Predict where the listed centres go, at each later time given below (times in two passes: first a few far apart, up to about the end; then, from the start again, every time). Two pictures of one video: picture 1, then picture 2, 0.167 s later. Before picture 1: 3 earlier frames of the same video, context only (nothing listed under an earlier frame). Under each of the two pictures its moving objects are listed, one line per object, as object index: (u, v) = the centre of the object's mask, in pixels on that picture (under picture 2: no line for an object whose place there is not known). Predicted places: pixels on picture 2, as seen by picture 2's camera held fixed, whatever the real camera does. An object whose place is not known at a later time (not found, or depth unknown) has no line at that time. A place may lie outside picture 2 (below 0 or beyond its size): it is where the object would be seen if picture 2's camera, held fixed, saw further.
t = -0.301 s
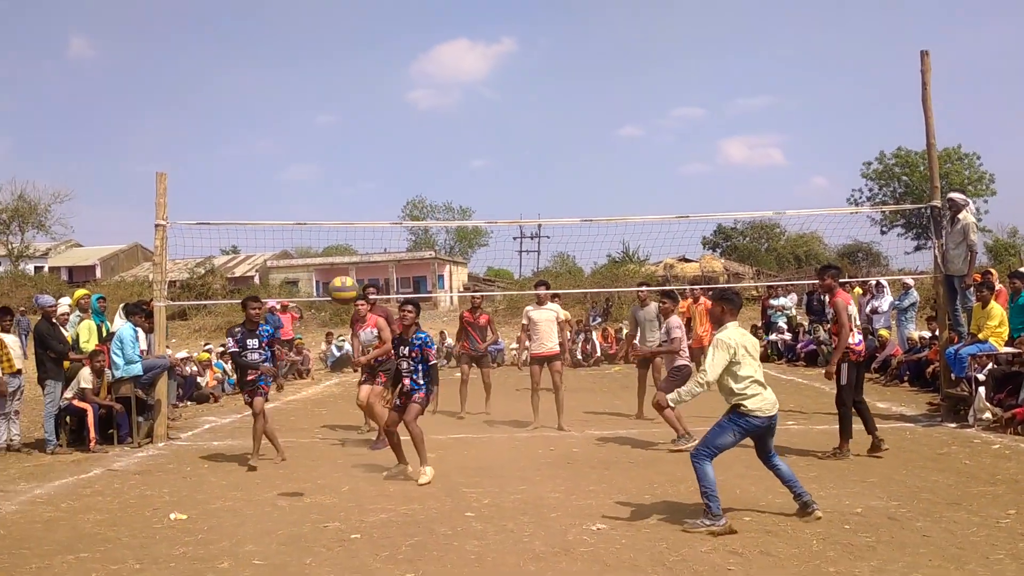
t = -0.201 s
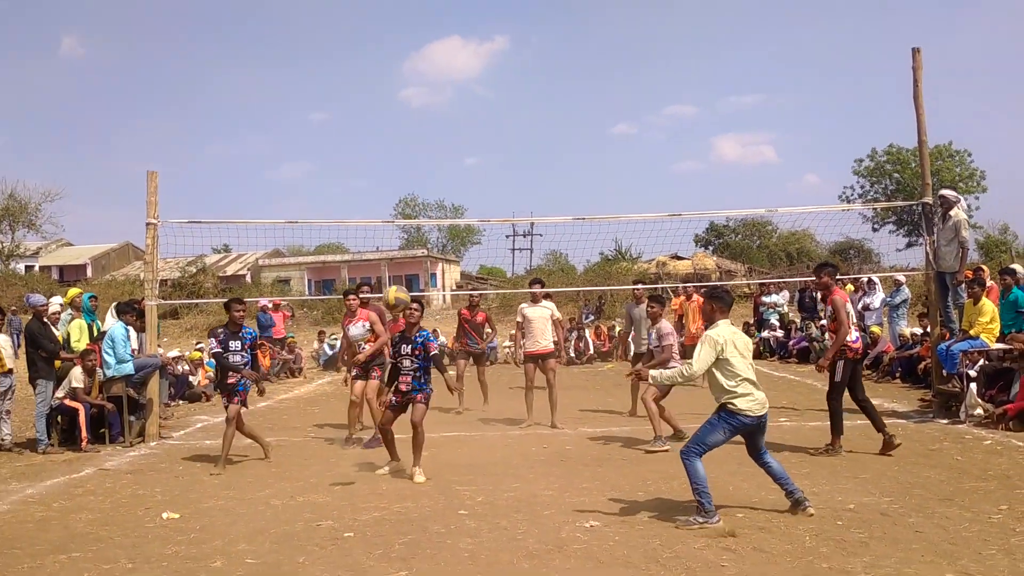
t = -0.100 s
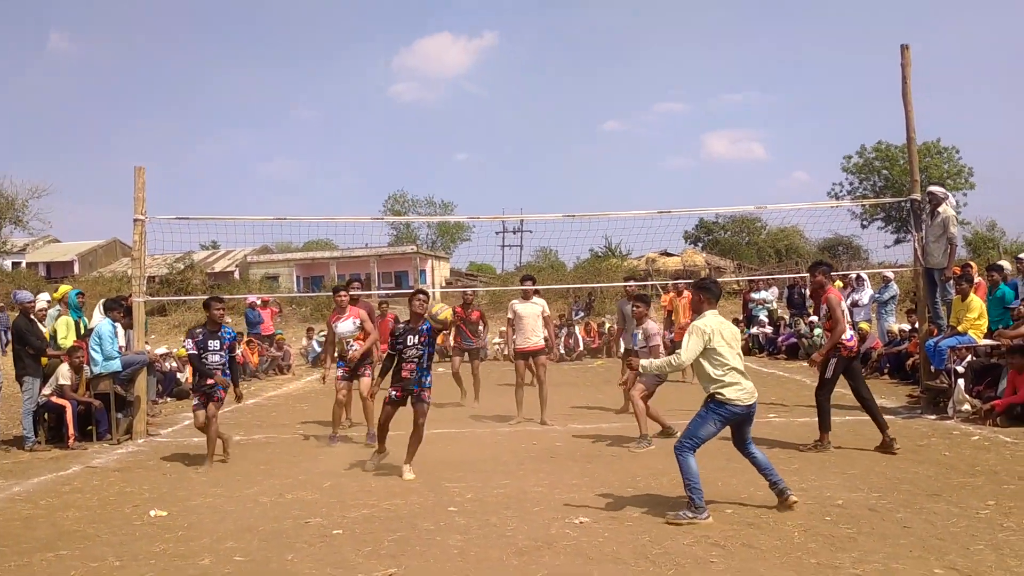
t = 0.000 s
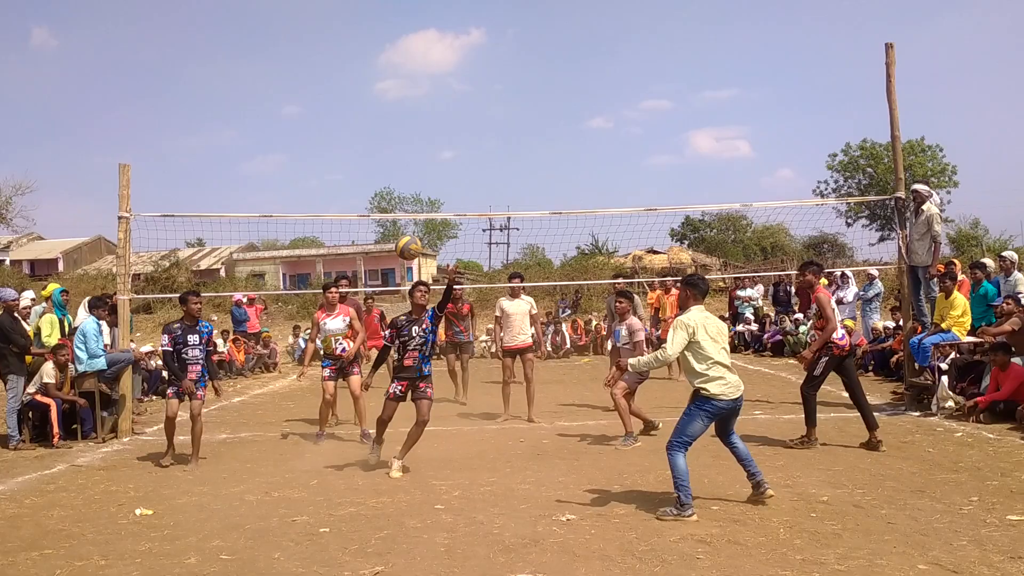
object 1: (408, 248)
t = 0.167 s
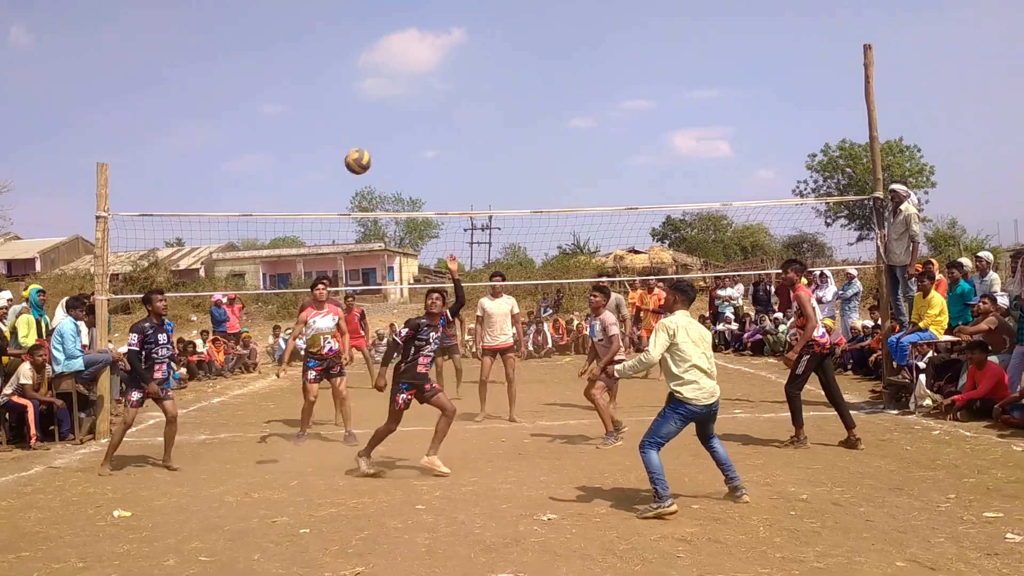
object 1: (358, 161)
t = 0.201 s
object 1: (351, 148)
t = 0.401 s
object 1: (318, 98)
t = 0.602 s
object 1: (289, 97)
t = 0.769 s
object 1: (267, 132)
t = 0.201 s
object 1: (351, 148)
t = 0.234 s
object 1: (345, 137)
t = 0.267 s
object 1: (340, 126)
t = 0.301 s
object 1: (335, 117)
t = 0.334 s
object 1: (329, 109)
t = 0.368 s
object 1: (323, 103)
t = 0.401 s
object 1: (318, 98)
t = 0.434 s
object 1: (313, 95)
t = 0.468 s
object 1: (308, 93)
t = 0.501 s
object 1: (304, 92)
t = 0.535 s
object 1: (299, 92)
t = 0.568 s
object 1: (294, 94)
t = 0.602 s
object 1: (289, 97)
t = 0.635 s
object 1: (284, 101)
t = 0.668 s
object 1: (280, 107)
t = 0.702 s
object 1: (275, 114)
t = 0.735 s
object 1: (271, 122)
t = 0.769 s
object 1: (267, 132)
